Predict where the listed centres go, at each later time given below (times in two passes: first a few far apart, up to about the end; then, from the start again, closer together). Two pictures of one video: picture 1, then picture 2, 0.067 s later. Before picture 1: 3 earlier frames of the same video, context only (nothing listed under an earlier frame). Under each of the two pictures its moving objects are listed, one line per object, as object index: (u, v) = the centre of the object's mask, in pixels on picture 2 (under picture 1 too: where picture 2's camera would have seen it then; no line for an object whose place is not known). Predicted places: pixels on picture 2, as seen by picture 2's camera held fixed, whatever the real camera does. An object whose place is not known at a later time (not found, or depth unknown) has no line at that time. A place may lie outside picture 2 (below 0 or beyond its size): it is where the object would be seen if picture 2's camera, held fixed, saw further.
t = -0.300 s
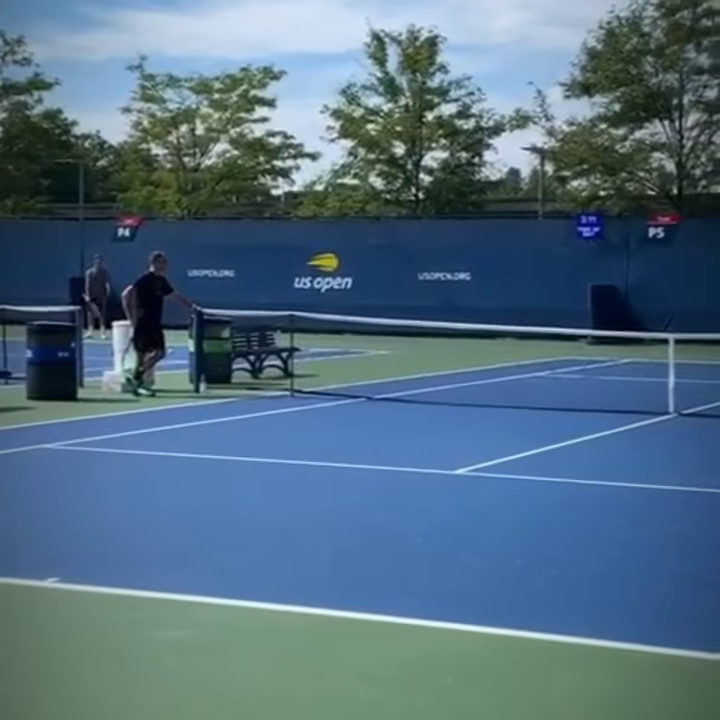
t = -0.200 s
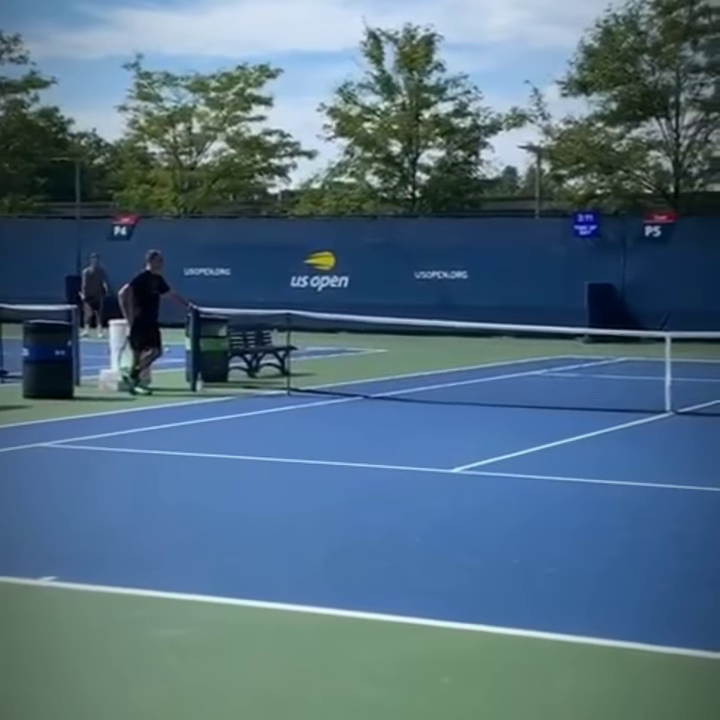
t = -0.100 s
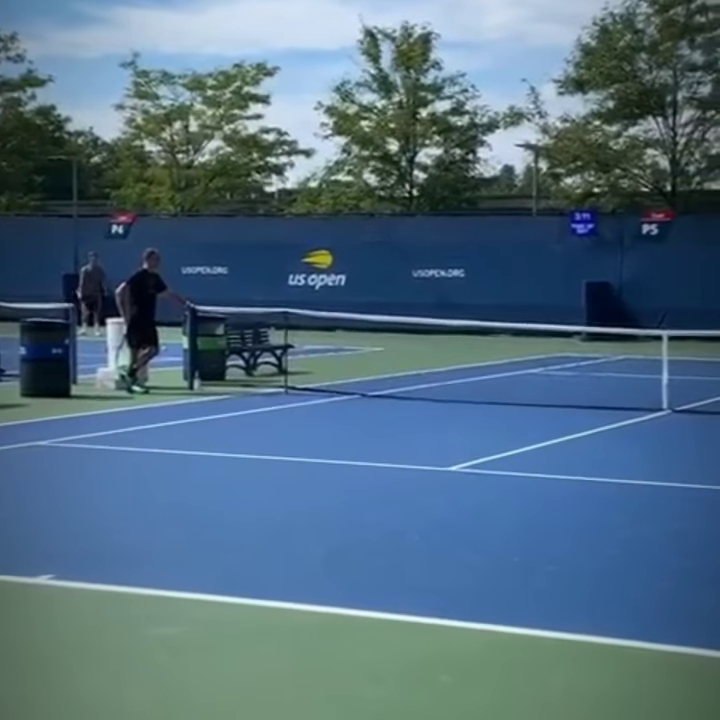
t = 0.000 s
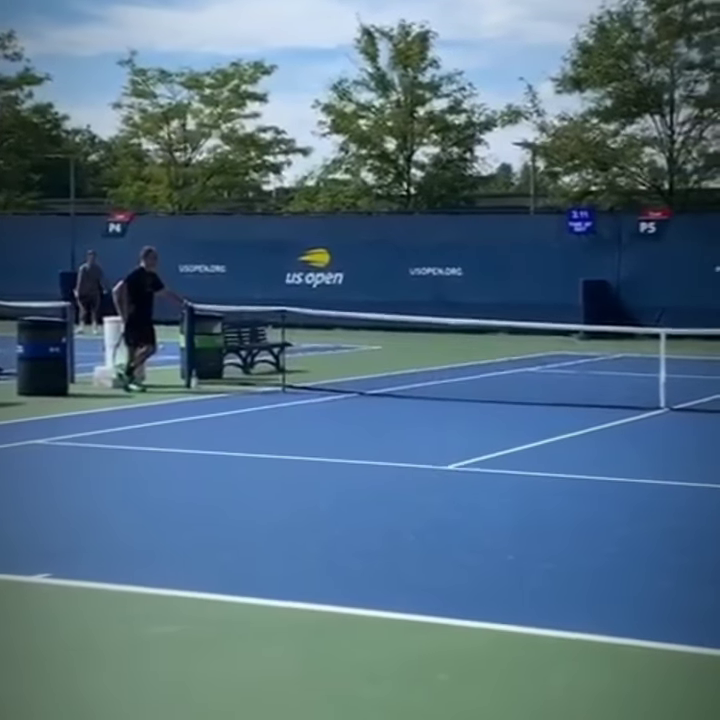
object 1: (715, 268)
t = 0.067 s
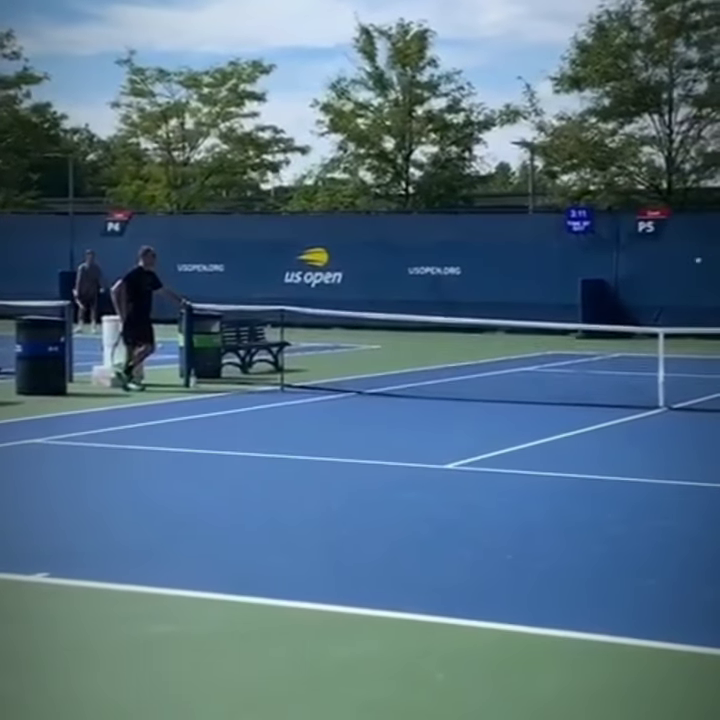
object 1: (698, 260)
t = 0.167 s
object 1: (667, 254)
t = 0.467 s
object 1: (543, 289)
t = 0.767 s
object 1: (326, 481)
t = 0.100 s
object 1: (687, 257)
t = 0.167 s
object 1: (667, 254)
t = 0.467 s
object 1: (543, 289)
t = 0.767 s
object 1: (326, 481)
